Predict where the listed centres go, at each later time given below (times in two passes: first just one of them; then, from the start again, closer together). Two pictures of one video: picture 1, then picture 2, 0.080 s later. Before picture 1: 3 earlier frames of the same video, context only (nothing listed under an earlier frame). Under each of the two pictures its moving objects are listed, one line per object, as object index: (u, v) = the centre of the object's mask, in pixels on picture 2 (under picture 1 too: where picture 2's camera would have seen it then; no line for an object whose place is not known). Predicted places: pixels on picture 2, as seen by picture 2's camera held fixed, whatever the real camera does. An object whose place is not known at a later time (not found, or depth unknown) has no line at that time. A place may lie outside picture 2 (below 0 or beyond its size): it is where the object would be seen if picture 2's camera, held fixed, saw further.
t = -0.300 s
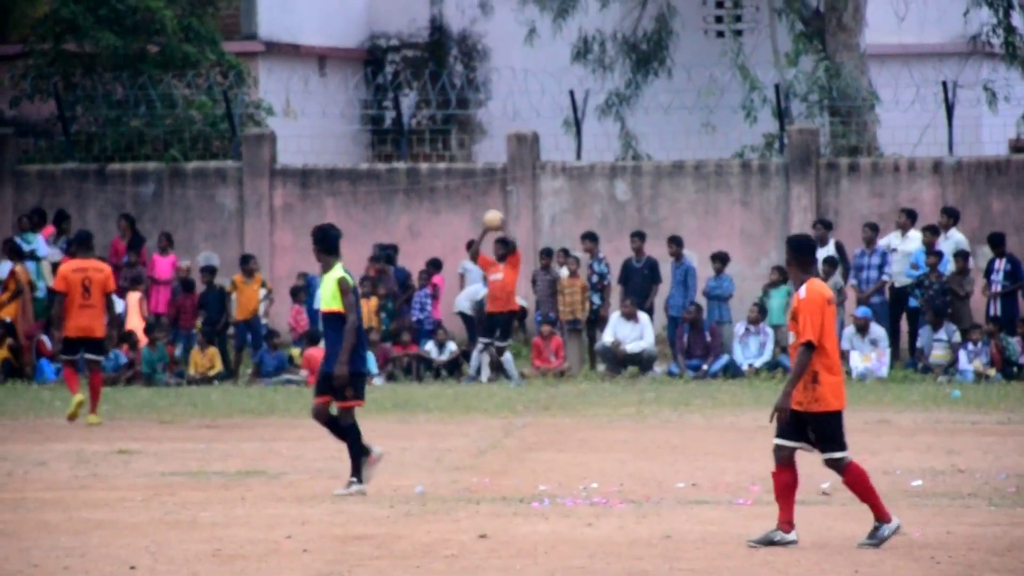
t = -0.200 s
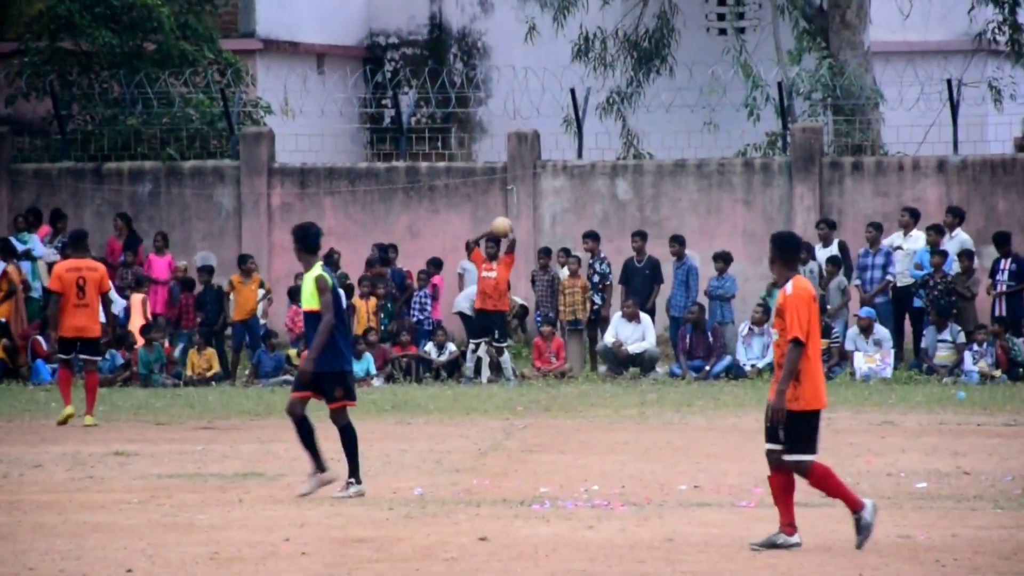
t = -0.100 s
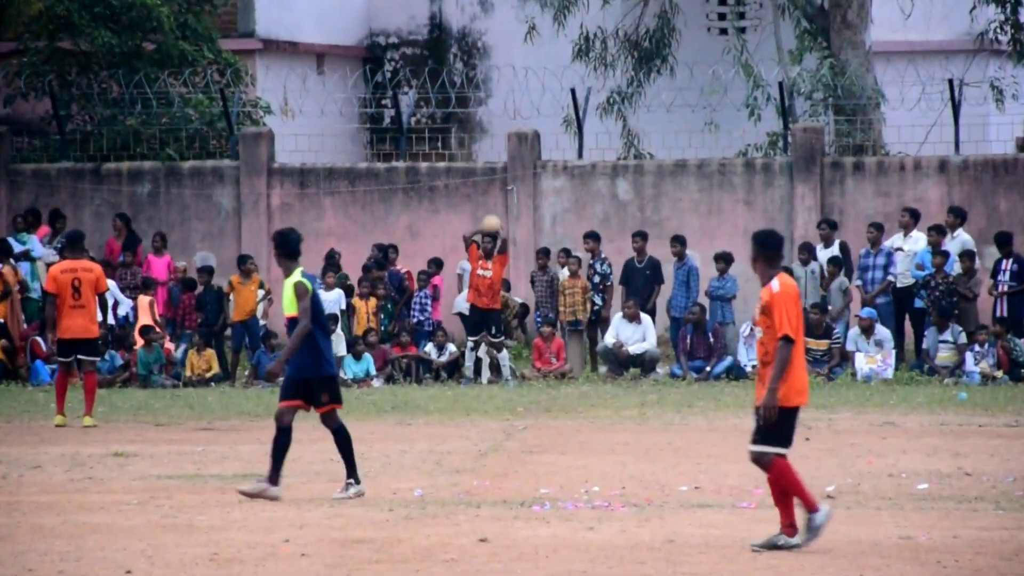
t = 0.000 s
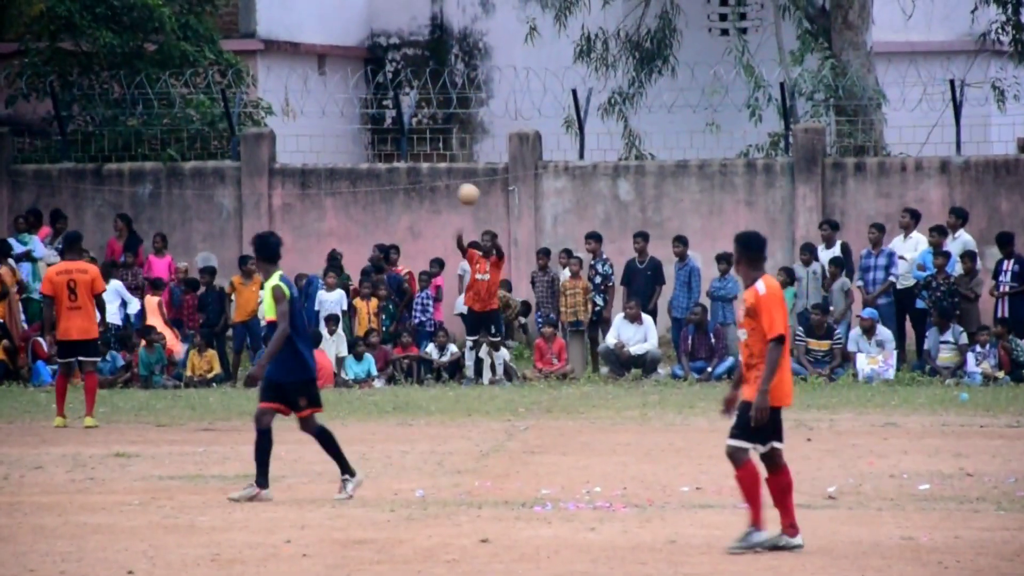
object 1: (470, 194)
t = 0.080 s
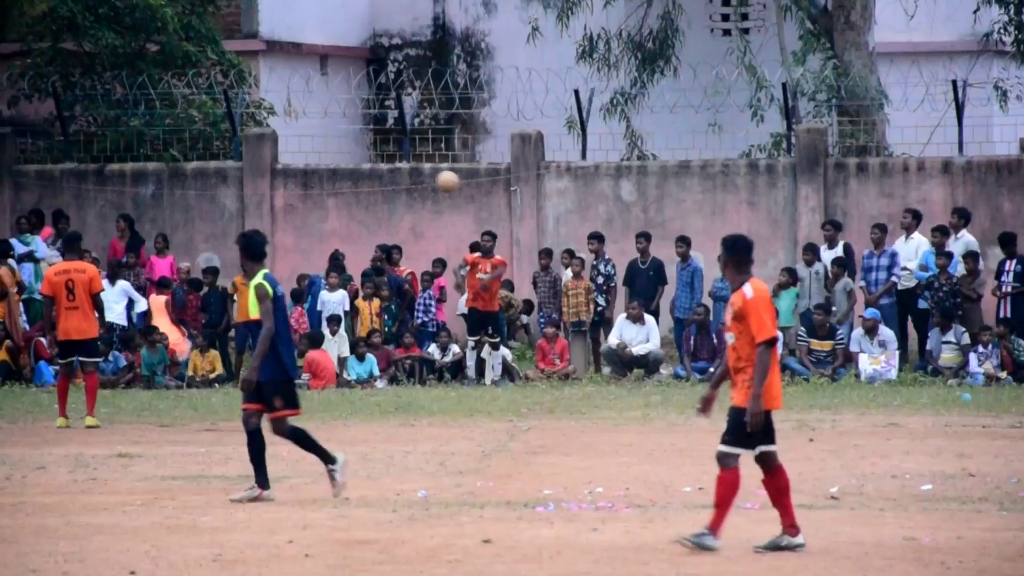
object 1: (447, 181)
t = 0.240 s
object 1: (401, 172)
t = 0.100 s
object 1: (442, 178)
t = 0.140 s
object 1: (430, 175)
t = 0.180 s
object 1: (419, 173)
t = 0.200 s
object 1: (413, 172)
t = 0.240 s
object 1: (401, 172)
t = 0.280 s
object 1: (389, 174)
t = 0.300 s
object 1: (383, 175)
